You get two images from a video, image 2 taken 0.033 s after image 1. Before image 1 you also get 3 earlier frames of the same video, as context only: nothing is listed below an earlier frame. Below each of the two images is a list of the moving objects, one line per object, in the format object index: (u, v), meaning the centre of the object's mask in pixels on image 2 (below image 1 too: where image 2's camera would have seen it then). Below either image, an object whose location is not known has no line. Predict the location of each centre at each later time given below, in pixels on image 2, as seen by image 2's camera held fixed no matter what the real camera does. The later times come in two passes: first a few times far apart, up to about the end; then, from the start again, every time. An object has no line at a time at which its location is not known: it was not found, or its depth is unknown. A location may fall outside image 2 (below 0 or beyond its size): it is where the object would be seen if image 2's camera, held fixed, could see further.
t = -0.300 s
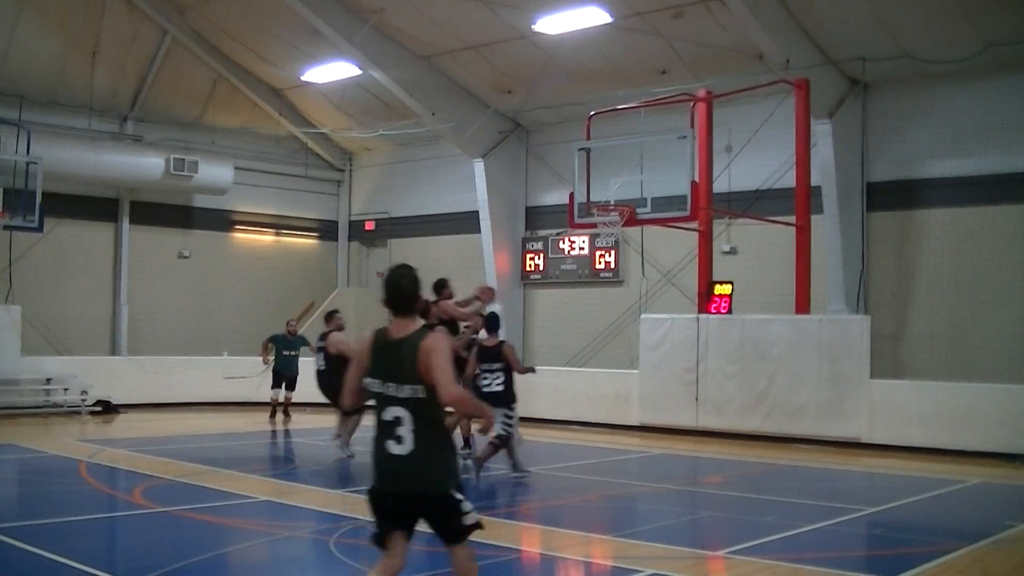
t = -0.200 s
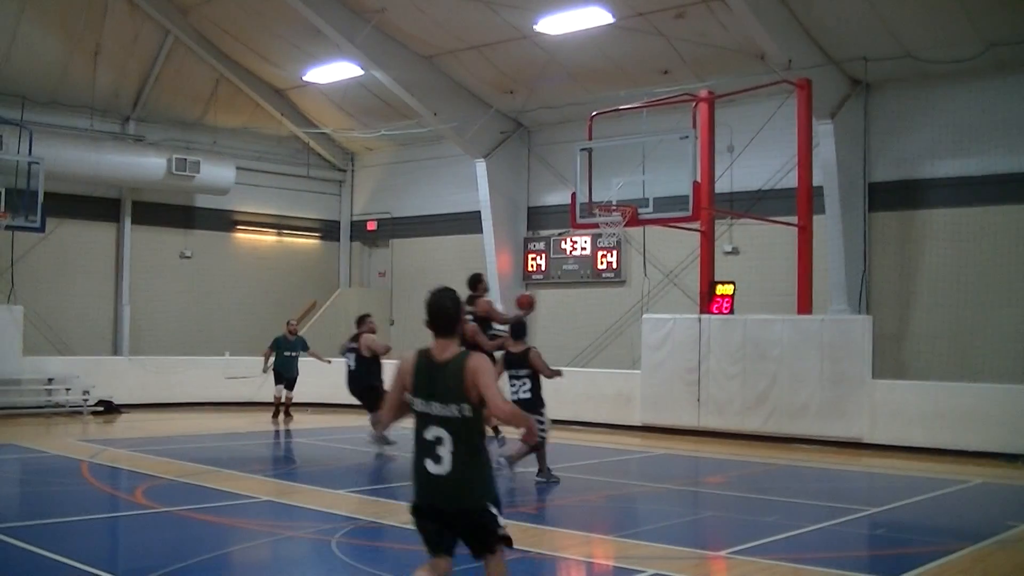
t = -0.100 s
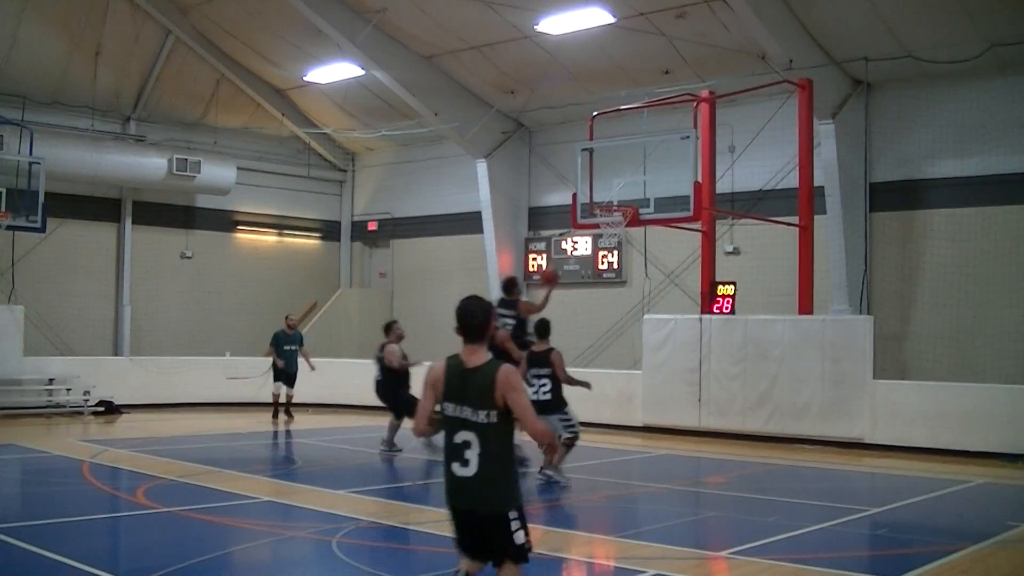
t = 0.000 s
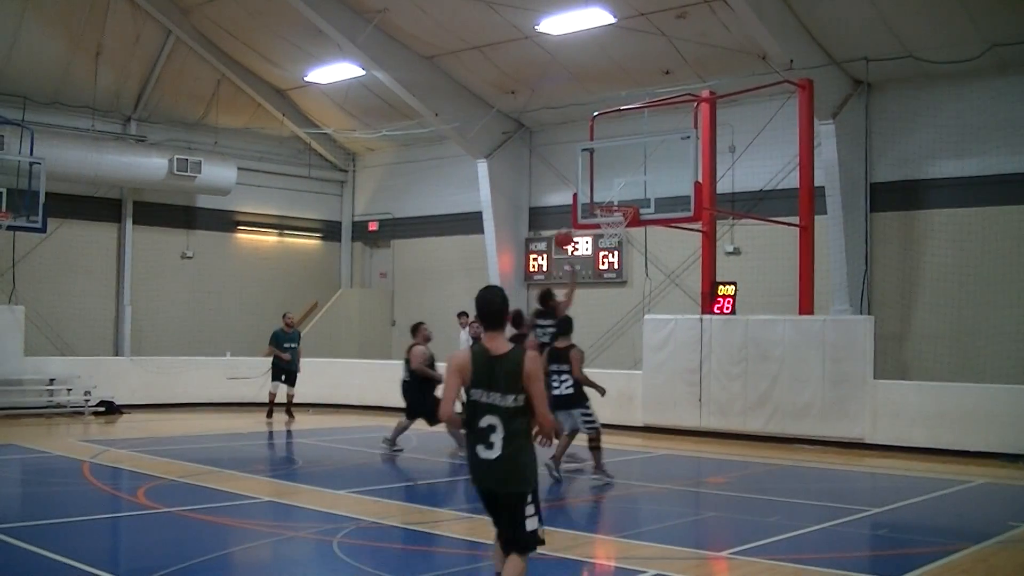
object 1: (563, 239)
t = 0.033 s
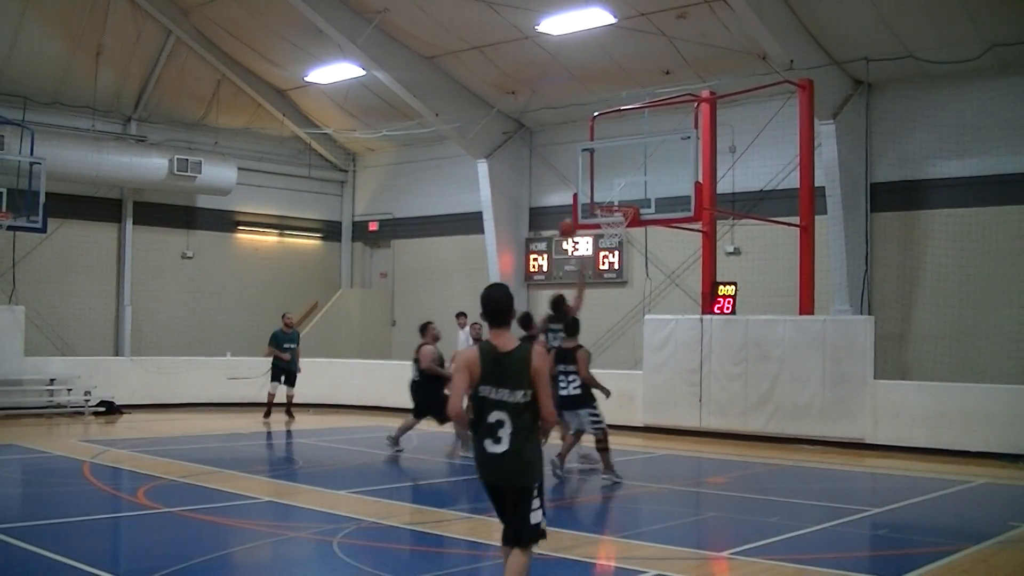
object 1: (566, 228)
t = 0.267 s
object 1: (596, 181)
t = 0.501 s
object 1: (624, 178)
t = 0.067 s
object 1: (571, 219)
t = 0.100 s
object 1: (575, 211)
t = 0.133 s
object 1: (580, 203)
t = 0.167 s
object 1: (584, 196)
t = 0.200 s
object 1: (588, 190)
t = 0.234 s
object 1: (592, 186)
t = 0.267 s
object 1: (596, 181)
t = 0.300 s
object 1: (600, 178)
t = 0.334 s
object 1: (604, 176)
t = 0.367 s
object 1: (608, 175)
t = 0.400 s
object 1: (612, 174)
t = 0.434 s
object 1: (616, 174)
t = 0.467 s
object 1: (620, 175)
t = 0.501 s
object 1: (624, 178)
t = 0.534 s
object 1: (628, 181)
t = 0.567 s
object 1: (632, 185)
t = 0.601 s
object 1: (636, 189)
